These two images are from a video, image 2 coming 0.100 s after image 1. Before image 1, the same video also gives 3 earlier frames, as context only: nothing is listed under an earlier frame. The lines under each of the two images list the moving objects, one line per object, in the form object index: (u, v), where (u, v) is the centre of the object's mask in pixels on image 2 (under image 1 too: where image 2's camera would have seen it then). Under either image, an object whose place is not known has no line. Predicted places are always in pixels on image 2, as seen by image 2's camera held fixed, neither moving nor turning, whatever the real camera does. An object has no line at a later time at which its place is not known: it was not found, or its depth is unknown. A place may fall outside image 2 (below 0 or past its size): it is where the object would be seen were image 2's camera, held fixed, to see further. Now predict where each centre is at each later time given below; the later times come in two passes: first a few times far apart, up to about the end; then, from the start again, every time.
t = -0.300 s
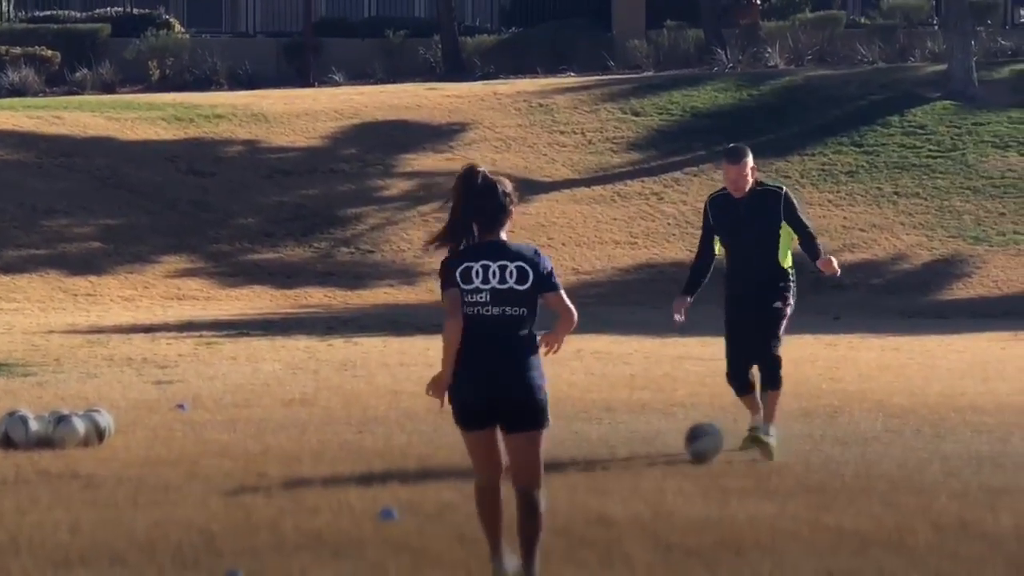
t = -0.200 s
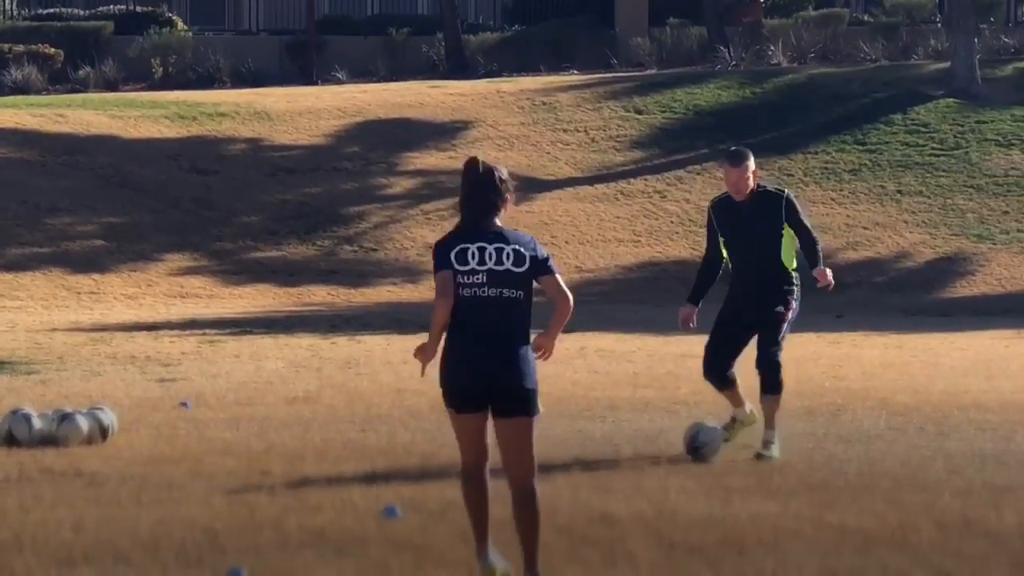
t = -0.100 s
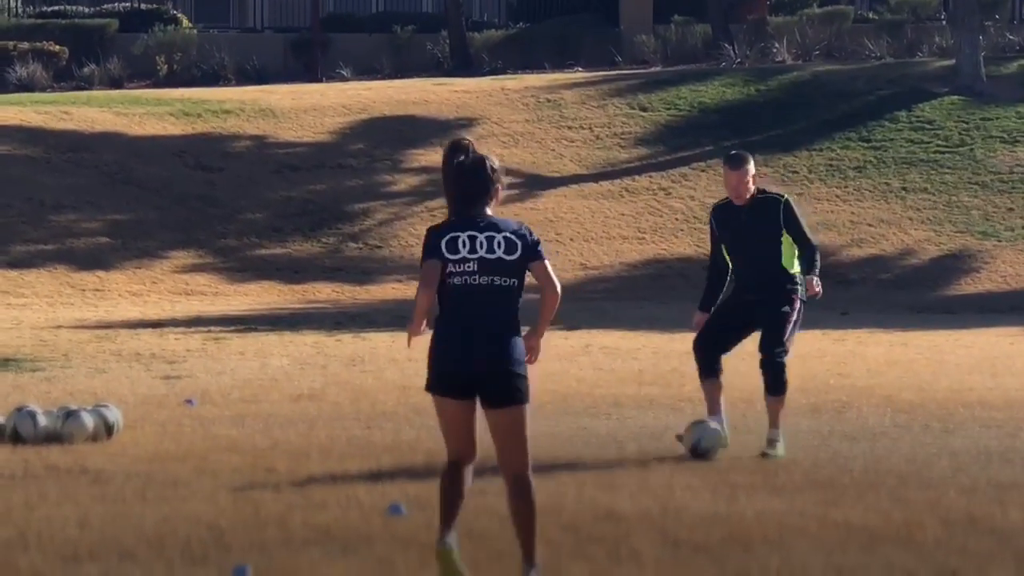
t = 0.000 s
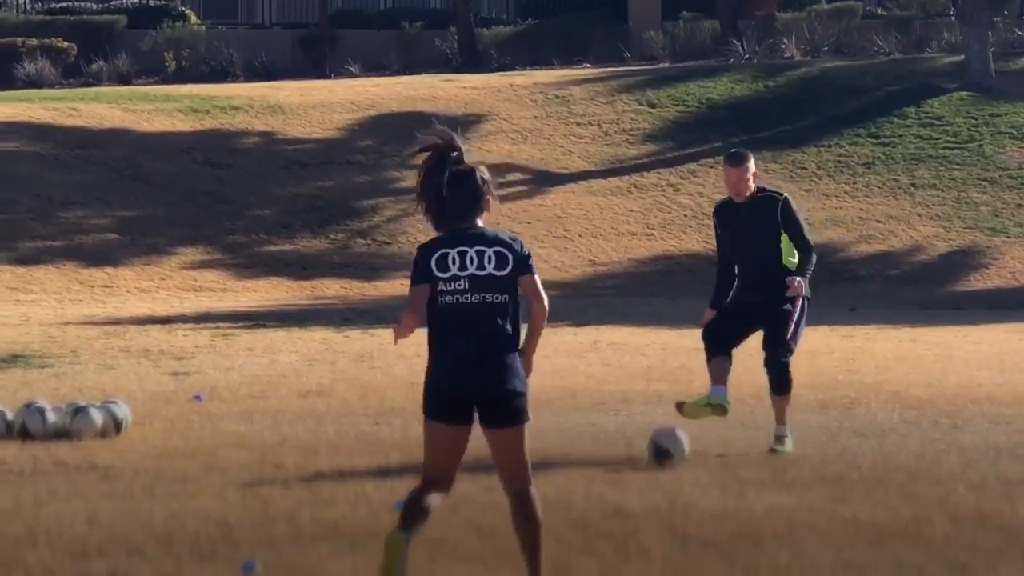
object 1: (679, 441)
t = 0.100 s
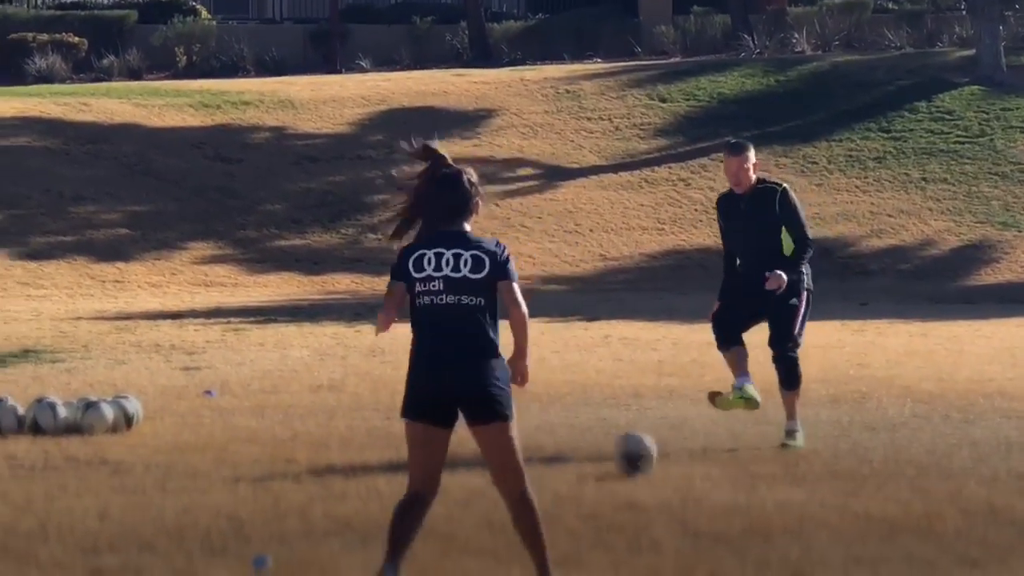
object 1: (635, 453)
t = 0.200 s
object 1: (588, 469)
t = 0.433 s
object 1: (474, 505)
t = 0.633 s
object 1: (377, 534)
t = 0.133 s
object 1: (620, 458)
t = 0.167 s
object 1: (604, 464)
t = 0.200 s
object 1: (588, 469)
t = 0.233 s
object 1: (571, 475)
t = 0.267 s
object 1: (556, 479)
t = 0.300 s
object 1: (539, 486)
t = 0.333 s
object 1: (524, 488)
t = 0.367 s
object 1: (508, 491)
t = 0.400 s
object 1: (490, 498)
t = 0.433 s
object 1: (474, 505)
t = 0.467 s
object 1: (457, 510)
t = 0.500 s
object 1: (442, 514)
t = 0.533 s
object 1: (425, 519)
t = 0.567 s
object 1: (409, 524)
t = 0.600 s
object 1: (393, 527)
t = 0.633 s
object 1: (377, 534)
